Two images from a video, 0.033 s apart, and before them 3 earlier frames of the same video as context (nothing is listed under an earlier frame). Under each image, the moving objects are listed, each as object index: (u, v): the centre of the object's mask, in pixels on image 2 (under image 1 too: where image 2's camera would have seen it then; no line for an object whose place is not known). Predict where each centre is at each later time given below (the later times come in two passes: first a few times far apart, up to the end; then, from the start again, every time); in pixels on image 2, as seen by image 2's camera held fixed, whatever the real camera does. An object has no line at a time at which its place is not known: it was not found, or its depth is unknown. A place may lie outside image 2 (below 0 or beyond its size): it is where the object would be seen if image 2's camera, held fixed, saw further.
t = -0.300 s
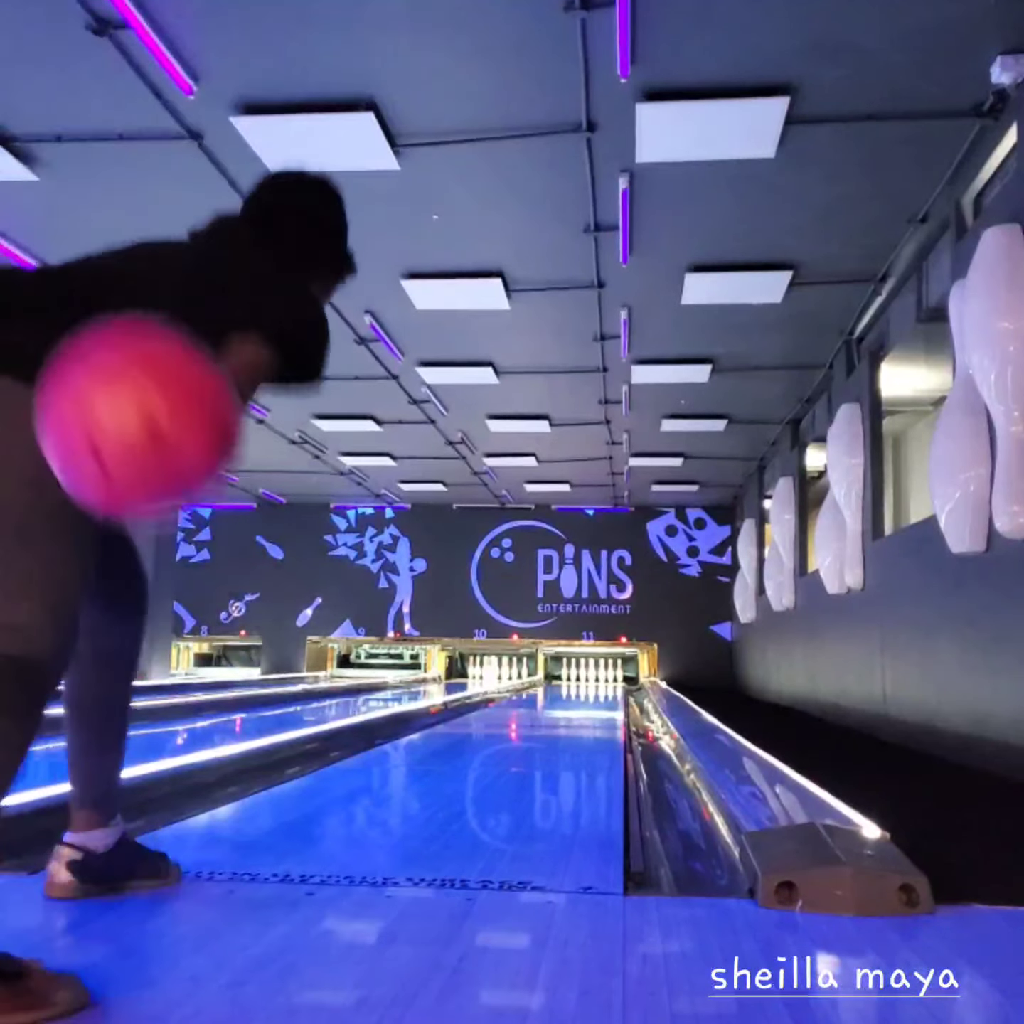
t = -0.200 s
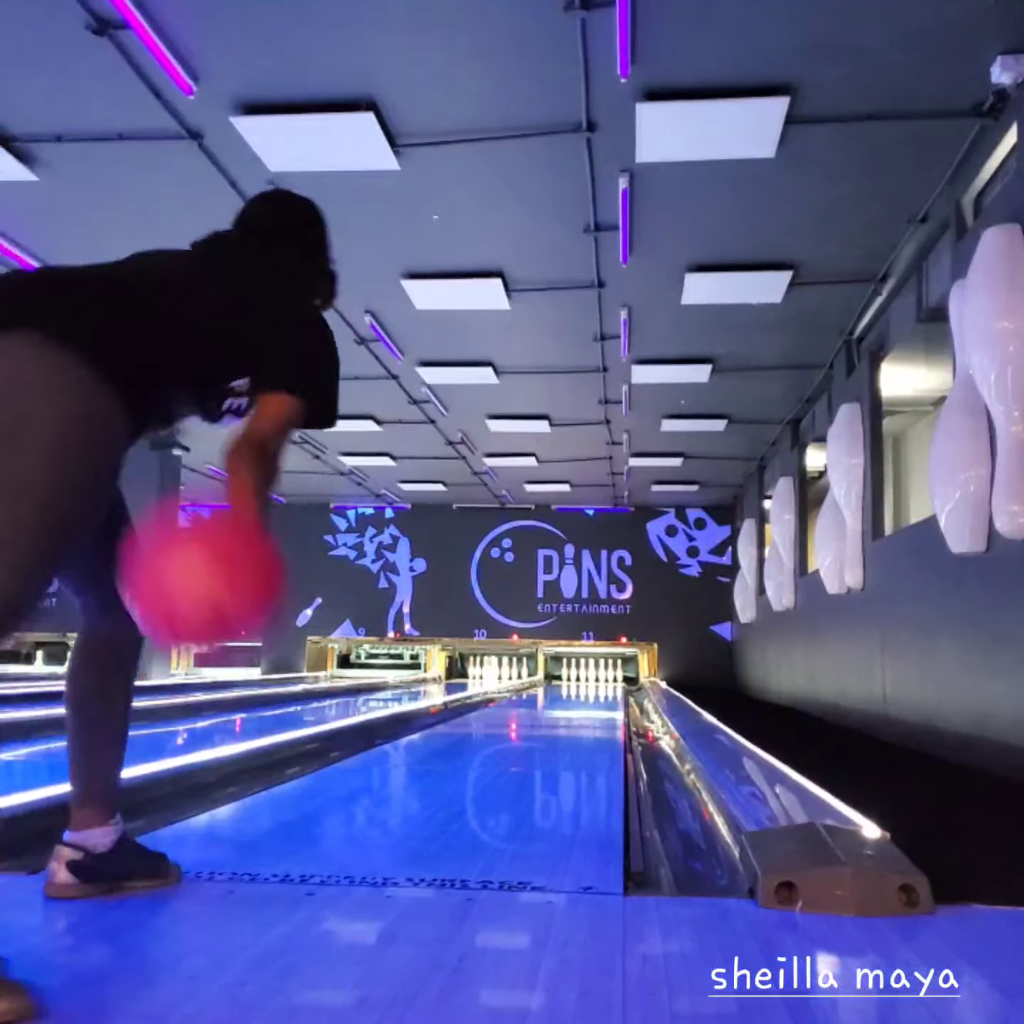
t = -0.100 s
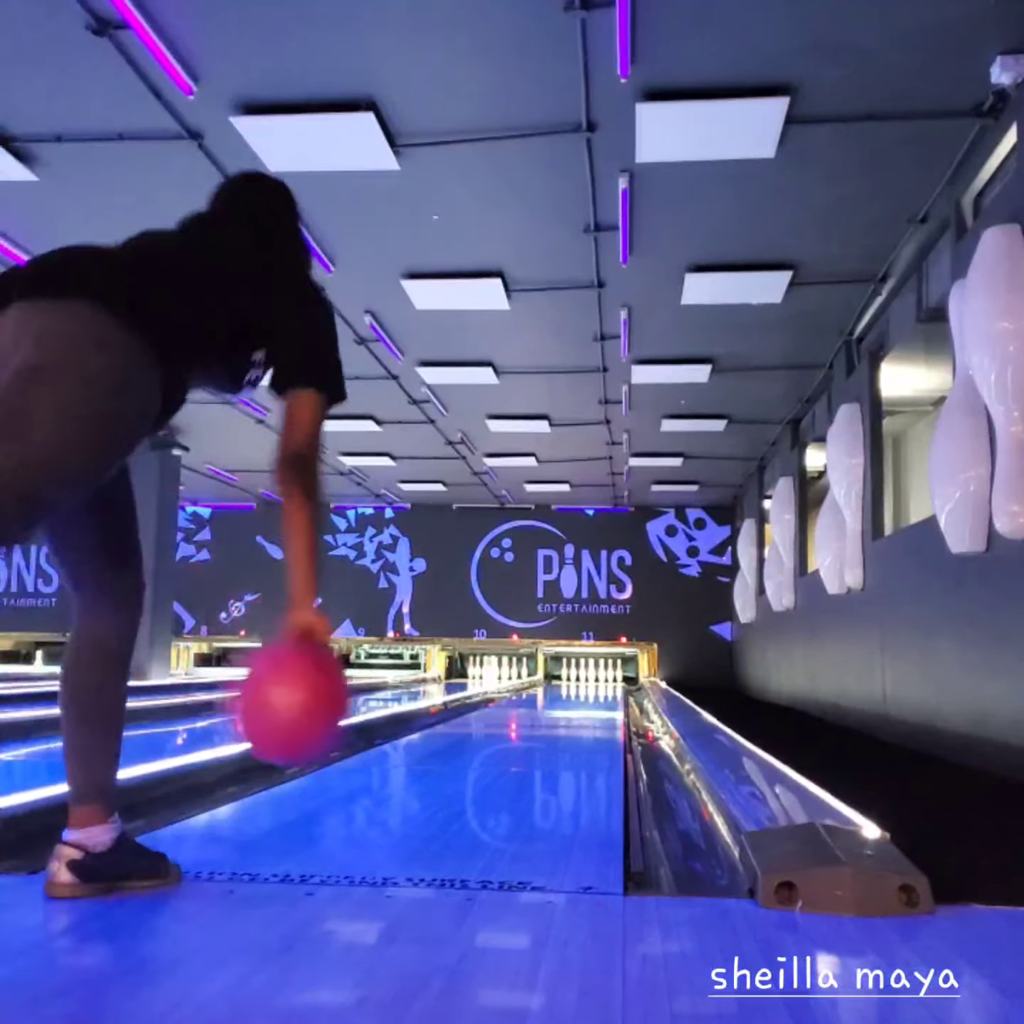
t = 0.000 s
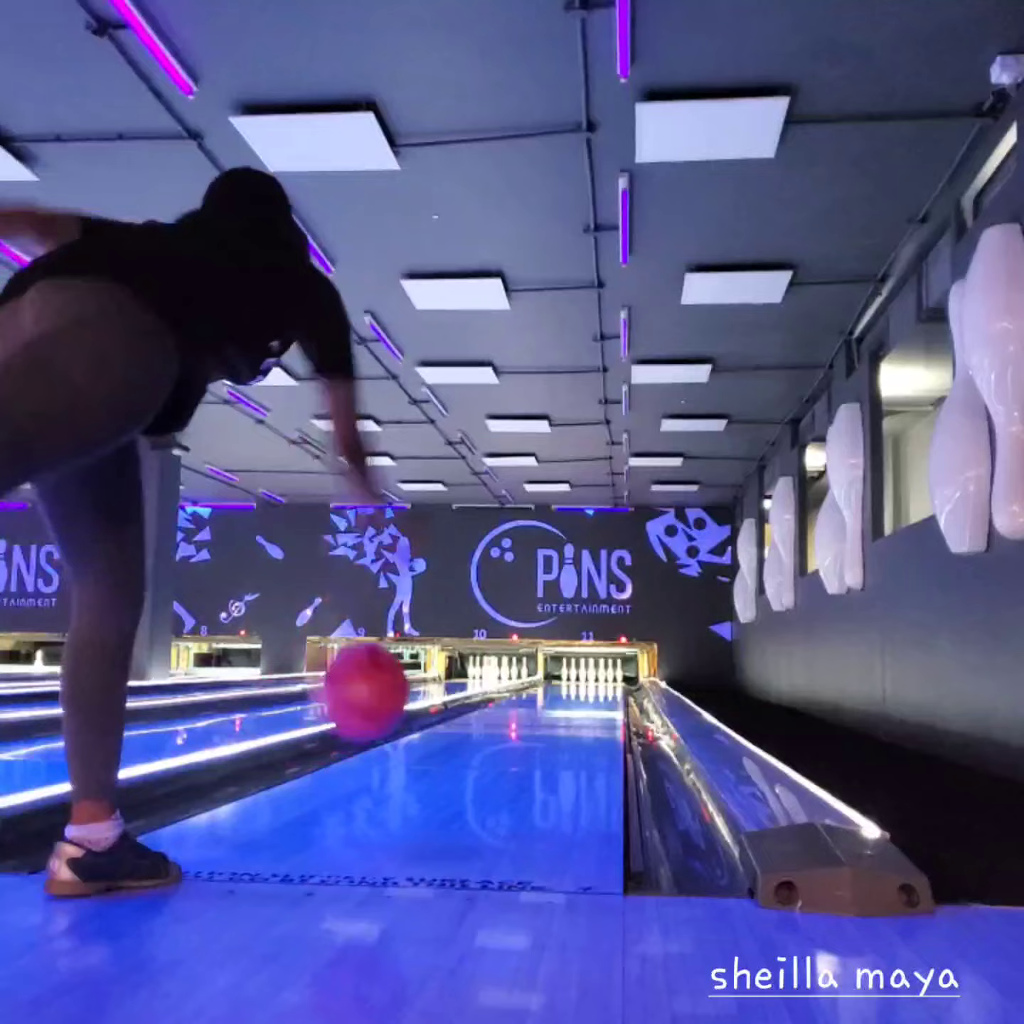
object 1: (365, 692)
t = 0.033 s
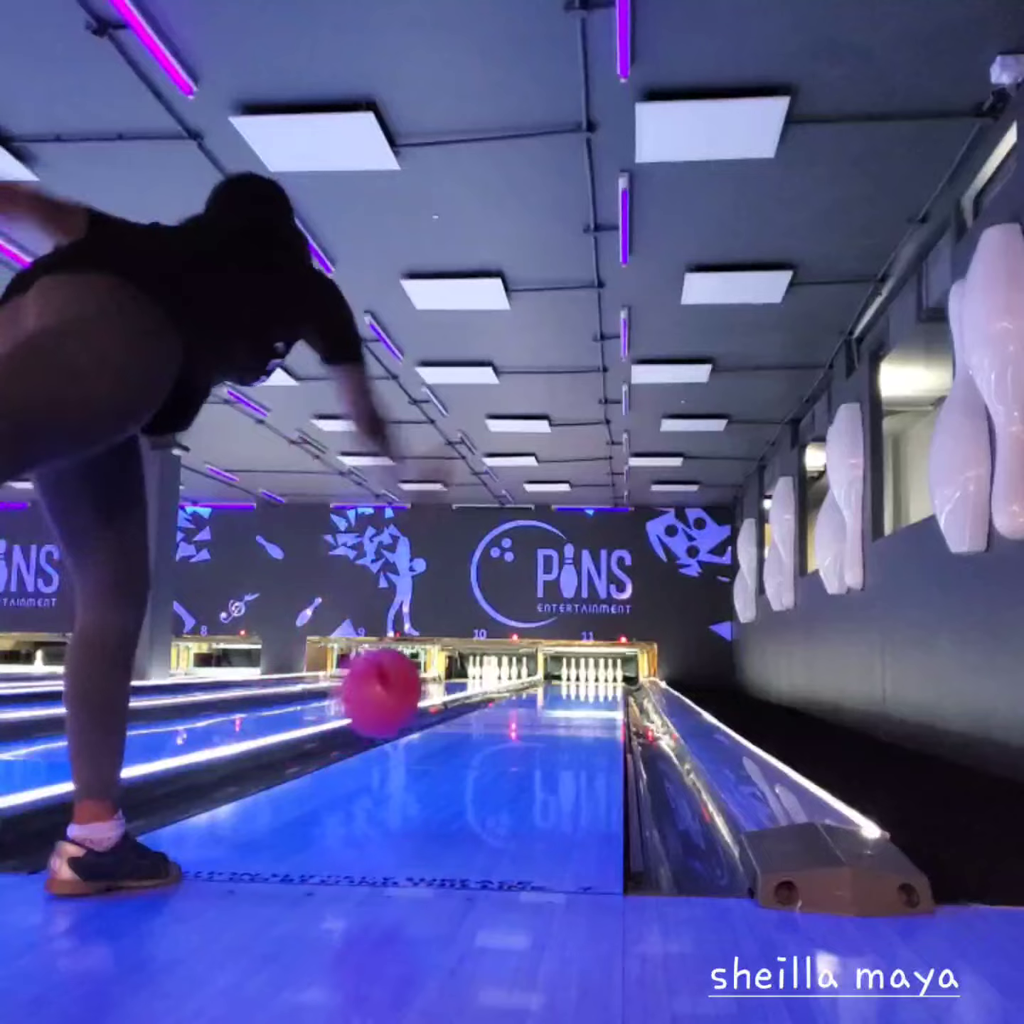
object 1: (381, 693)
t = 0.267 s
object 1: (454, 737)
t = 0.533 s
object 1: (496, 716)
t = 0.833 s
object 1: (521, 703)
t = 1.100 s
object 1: (535, 695)
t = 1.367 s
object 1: (545, 689)
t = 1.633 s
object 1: (552, 685)
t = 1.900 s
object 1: (556, 682)
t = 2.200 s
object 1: (561, 681)
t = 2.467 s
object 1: (562, 679)
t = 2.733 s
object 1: (564, 678)
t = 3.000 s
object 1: (565, 676)
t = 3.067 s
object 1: (565, 675)
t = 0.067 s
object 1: (396, 698)
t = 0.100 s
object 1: (409, 705)
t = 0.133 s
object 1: (419, 715)
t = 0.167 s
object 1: (429, 731)
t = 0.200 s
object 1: (437, 742)
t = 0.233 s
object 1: (446, 741)
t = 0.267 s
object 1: (454, 737)
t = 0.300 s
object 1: (461, 734)
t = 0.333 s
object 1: (467, 731)
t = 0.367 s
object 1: (473, 728)
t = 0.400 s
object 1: (478, 725)
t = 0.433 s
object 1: (483, 722)
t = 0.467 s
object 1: (488, 719)
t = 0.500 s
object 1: (492, 717)
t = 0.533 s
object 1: (496, 716)
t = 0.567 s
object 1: (499, 714)
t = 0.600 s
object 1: (503, 713)
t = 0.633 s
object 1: (506, 711)
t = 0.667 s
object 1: (509, 709)
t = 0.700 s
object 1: (512, 708)
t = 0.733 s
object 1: (515, 706)
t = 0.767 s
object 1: (517, 705)
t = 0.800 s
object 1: (519, 704)
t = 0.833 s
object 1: (521, 703)
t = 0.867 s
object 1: (523, 701)
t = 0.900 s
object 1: (525, 700)
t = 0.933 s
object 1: (527, 699)
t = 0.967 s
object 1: (529, 698)
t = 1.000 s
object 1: (530, 697)
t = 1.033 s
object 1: (532, 696)
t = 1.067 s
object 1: (533, 696)
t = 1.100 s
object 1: (535, 695)
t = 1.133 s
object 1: (536, 693)
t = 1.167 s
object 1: (538, 693)
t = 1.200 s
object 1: (539, 692)
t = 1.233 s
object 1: (540, 692)
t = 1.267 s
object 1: (541, 691)
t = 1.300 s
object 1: (543, 690)
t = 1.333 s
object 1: (544, 689)
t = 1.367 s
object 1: (545, 689)
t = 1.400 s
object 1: (546, 688)
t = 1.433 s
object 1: (547, 688)
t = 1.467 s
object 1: (548, 687)
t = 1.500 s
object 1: (549, 687)
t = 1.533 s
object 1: (549, 686)
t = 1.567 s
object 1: (550, 686)
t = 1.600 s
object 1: (550, 685)
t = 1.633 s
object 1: (552, 685)
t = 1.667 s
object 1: (552, 684)
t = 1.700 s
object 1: (553, 684)
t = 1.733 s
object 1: (553, 684)
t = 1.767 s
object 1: (553, 683)
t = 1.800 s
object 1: (554, 683)
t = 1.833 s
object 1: (554, 683)
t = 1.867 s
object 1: (555, 683)
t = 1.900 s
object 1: (556, 682)
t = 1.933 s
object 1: (557, 682)
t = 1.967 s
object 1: (558, 682)
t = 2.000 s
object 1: (558, 682)
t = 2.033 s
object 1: (558, 681)
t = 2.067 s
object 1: (559, 681)
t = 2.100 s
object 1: (559, 681)
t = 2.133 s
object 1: (560, 681)
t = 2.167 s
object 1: (560, 681)
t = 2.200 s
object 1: (561, 681)
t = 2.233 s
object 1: (561, 680)
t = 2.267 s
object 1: (561, 680)
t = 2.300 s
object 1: (561, 680)
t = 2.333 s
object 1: (562, 680)
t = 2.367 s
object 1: (562, 679)
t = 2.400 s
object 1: (562, 679)
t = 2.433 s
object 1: (563, 679)
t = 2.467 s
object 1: (562, 679)
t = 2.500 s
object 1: (563, 678)
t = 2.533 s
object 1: (563, 678)
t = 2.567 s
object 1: (563, 678)
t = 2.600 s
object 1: (563, 678)
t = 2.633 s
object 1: (563, 678)
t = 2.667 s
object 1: (564, 678)
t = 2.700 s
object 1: (564, 678)
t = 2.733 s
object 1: (564, 678)
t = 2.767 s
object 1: (564, 678)
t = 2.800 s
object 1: (564, 677)
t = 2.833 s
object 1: (565, 677)
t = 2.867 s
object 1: (565, 676)
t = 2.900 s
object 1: (565, 677)
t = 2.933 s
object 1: (565, 676)
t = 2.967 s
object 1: (565, 676)
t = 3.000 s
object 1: (565, 676)
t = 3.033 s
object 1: (565, 675)
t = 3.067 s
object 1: (565, 675)
